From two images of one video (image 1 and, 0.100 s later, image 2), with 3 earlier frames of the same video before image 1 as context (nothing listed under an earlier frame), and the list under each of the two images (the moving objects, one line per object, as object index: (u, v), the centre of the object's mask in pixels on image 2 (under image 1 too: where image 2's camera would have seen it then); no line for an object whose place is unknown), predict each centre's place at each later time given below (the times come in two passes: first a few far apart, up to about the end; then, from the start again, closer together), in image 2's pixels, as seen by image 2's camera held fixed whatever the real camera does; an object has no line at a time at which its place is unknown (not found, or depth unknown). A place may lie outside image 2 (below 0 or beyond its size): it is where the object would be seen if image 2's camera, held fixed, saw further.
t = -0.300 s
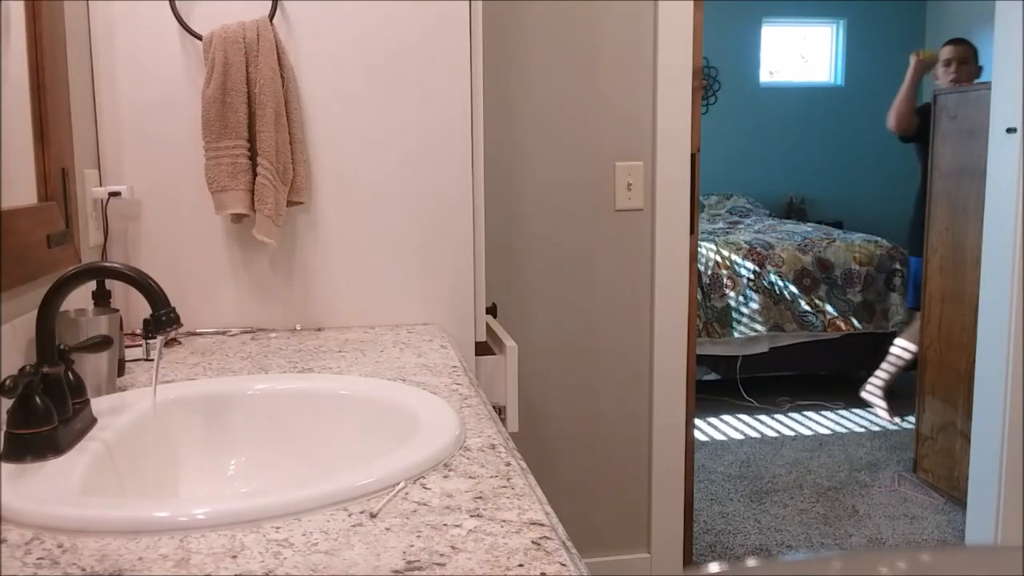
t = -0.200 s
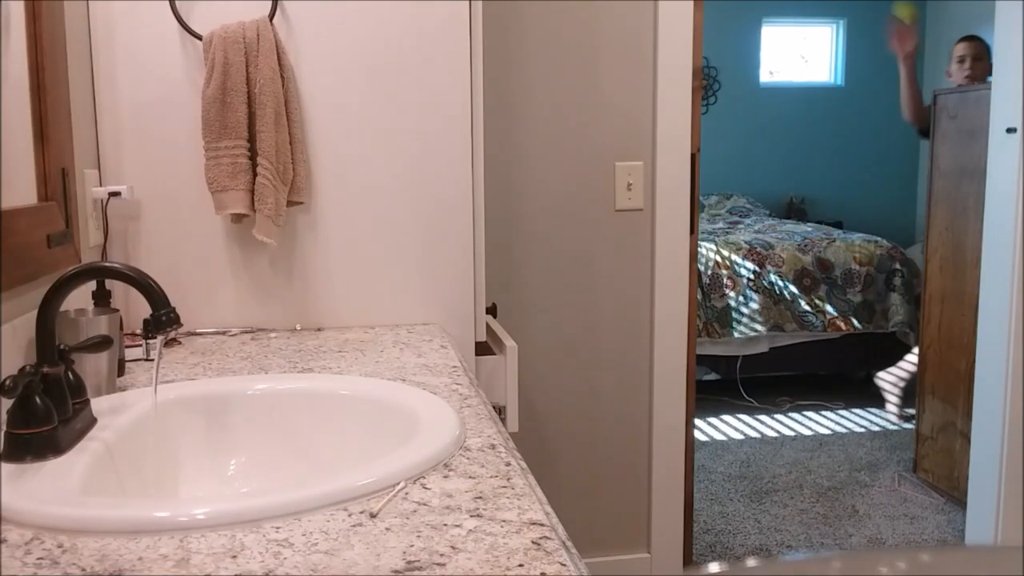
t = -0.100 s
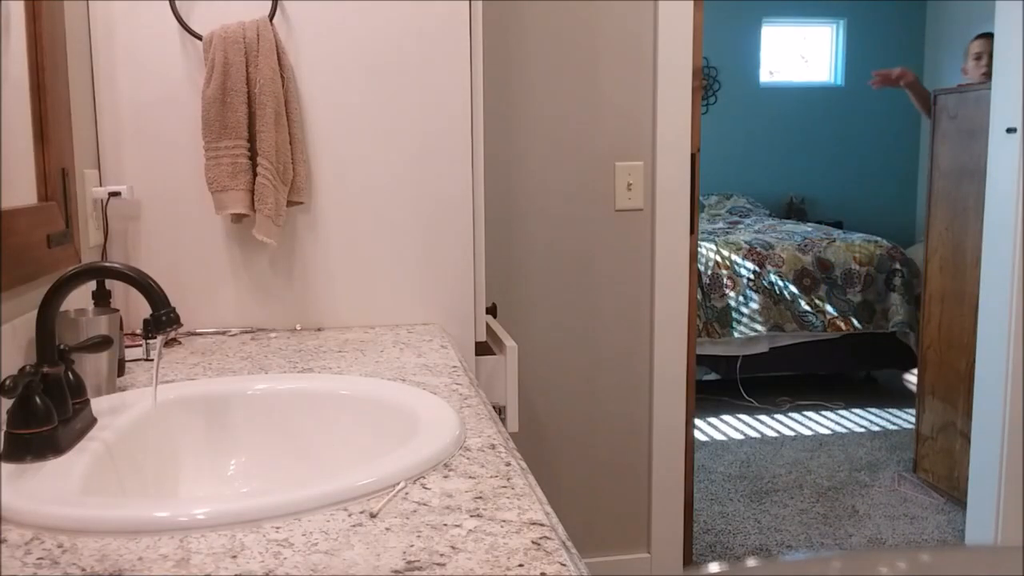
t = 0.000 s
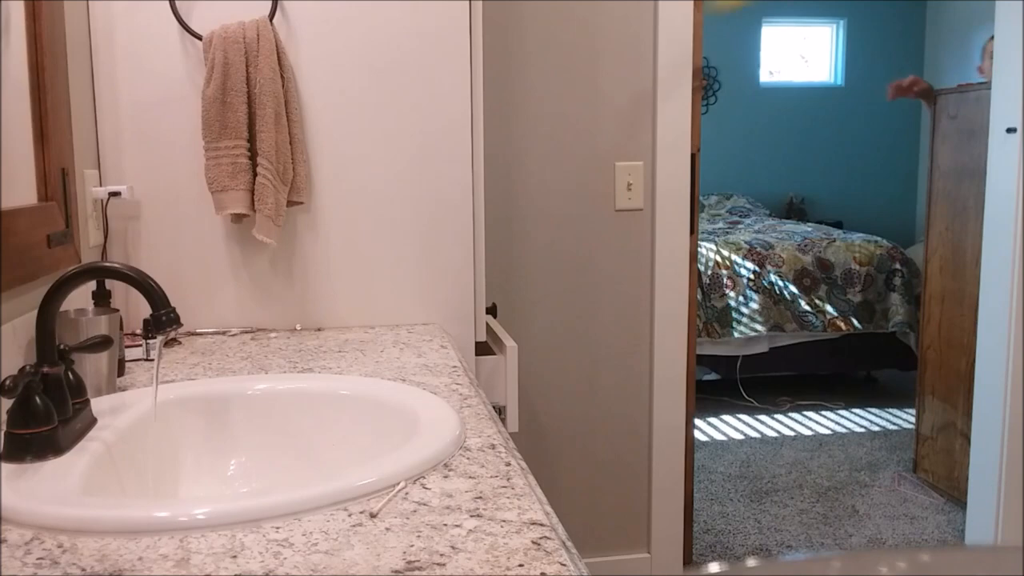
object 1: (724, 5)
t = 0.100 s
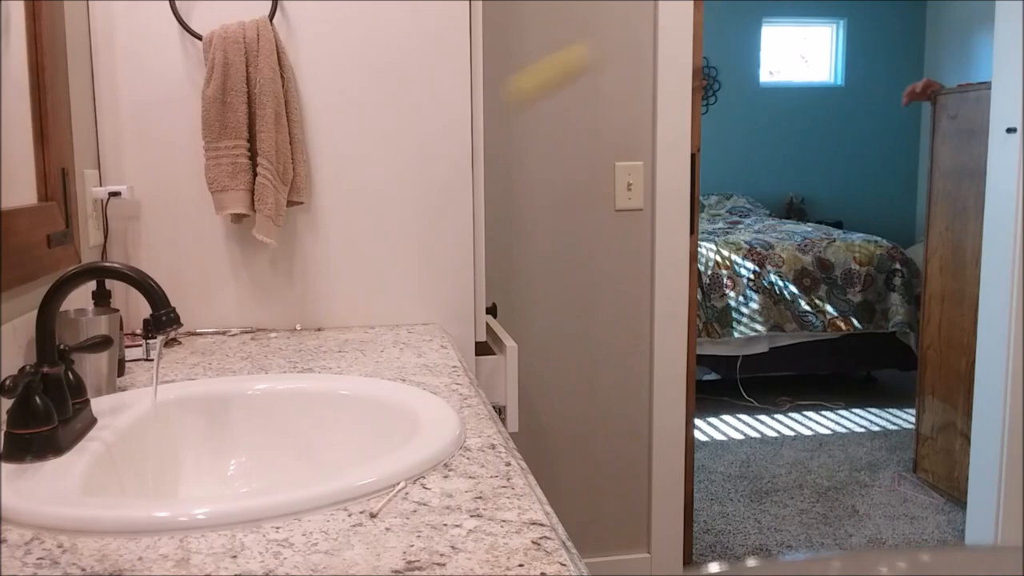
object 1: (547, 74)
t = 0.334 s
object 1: (361, 134)
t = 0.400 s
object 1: (478, 52)
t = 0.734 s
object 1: (891, 125)
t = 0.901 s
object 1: (1012, 349)
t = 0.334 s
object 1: (361, 134)
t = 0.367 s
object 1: (418, 90)
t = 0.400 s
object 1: (478, 52)
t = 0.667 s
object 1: (844, 67)
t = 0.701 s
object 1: (864, 93)
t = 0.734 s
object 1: (891, 125)
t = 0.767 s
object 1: (919, 162)
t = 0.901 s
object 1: (1012, 349)
